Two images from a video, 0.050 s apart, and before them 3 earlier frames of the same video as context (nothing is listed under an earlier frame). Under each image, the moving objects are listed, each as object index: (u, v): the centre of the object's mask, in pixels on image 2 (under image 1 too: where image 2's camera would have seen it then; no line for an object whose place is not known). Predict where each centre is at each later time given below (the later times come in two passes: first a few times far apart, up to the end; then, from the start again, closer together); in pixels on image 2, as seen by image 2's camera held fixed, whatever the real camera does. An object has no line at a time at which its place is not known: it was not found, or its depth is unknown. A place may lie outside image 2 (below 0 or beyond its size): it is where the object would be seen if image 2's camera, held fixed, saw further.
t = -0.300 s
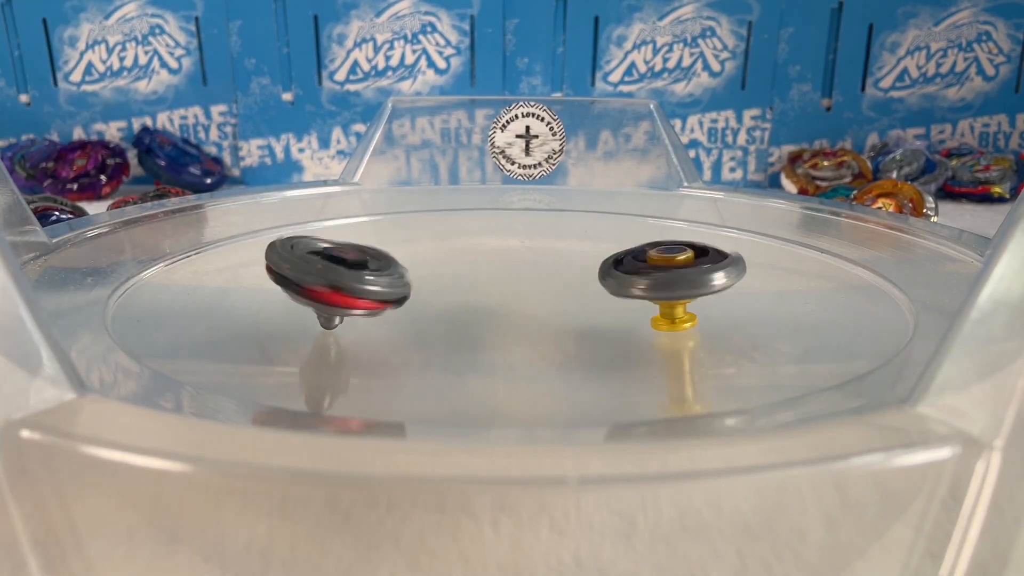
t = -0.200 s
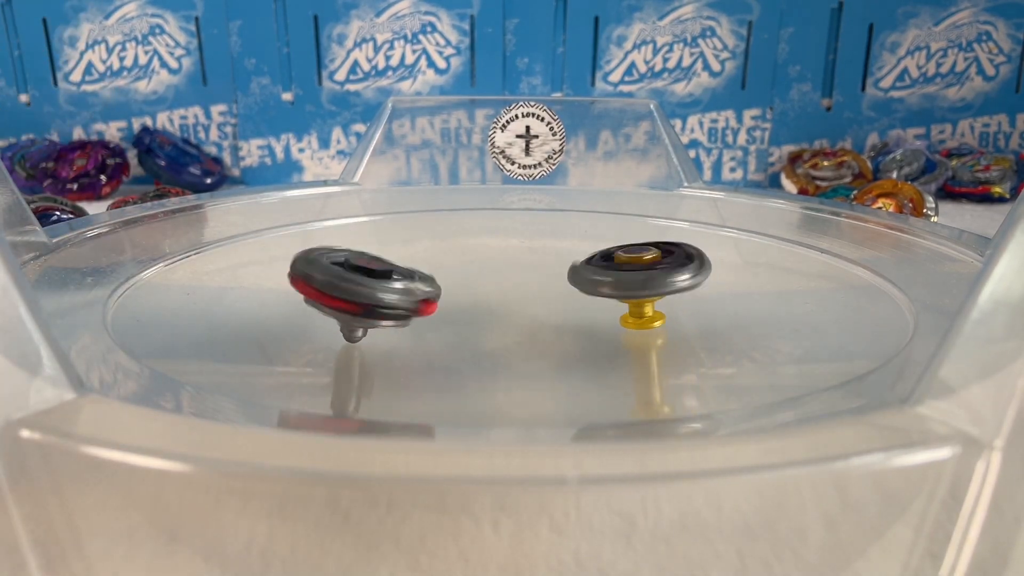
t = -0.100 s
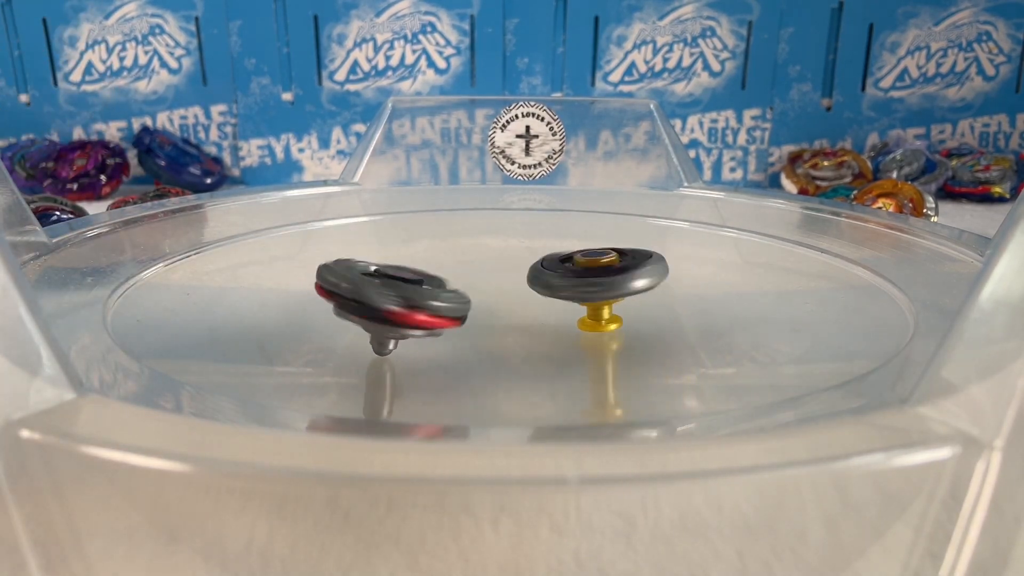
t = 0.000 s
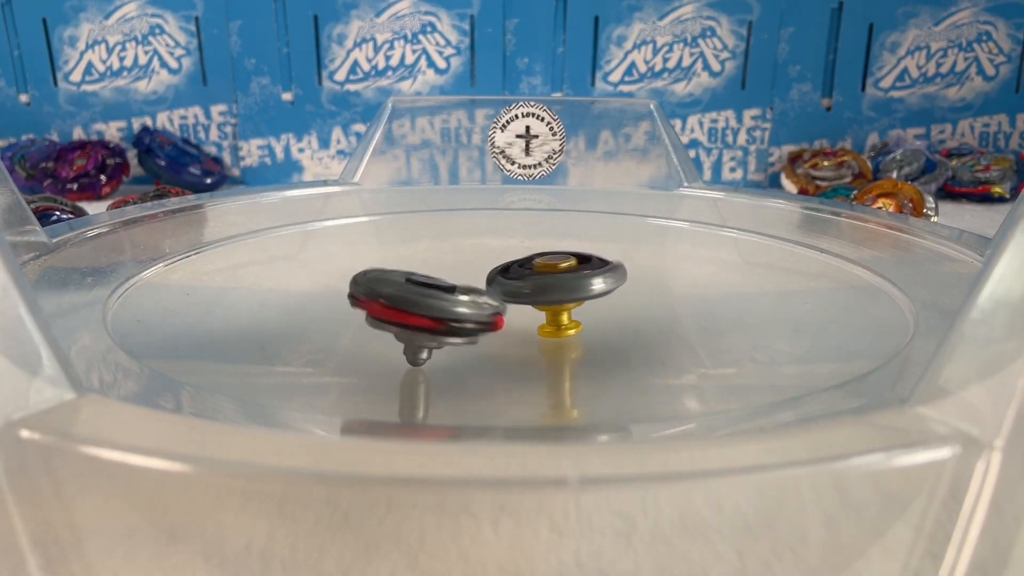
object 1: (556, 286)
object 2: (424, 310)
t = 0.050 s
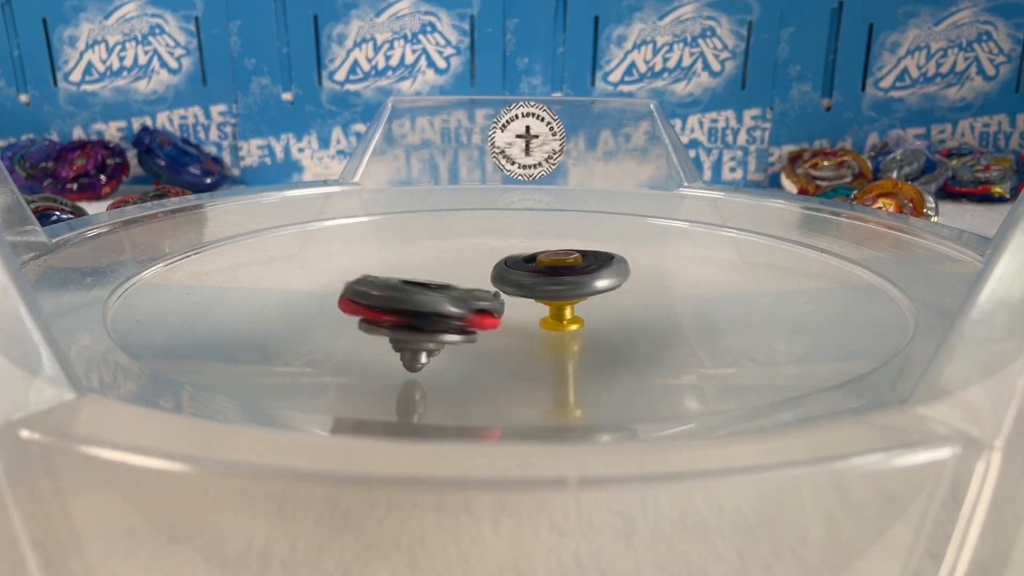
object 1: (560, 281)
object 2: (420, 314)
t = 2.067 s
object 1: (451, 320)
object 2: (578, 226)
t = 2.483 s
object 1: (530, 305)
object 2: (462, 255)
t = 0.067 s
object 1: (572, 276)
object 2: (404, 318)
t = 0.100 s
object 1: (590, 267)
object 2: (379, 322)
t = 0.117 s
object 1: (596, 264)
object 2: (370, 323)
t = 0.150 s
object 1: (602, 259)
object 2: (354, 323)
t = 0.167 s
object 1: (604, 256)
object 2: (353, 323)
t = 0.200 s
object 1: (601, 255)
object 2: (355, 324)
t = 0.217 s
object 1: (596, 255)
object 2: (356, 325)
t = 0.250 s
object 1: (587, 255)
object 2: (367, 327)
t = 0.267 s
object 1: (583, 256)
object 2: (371, 327)
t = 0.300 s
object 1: (572, 258)
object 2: (381, 327)
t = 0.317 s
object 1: (564, 258)
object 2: (387, 328)
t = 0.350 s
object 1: (552, 260)
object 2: (398, 329)
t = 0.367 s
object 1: (547, 261)
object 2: (406, 328)
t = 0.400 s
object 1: (535, 263)
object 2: (421, 329)
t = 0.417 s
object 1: (529, 264)
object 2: (426, 329)
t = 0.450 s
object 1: (519, 263)
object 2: (442, 329)
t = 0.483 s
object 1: (509, 264)
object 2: (457, 328)
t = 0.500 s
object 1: (503, 265)
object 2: (464, 328)
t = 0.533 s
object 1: (494, 268)
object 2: (481, 327)
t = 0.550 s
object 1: (492, 269)
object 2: (487, 327)
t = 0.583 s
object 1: (485, 271)
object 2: (501, 325)
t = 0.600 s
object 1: (480, 273)
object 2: (509, 325)
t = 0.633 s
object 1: (473, 273)
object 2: (523, 323)
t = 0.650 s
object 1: (474, 274)
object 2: (531, 324)
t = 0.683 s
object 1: (469, 276)
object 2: (548, 324)
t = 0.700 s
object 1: (465, 277)
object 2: (554, 323)
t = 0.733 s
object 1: (465, 280)
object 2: (566, 321)
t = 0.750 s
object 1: (467, 281)
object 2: (573, 320)
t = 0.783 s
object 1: (466, 283)
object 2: (581, 318)
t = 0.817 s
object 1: (466, 285)
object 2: (593, 315)
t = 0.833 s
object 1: (464, 286)
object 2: (596, 314)
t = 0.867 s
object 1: (465, 287)
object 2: (604, 311)
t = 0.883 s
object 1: (468, 288)
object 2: (610, 310)
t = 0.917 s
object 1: (471, 290)
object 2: (615, 307)
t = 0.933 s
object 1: (470, 291)
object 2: (619, 306)
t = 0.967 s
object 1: (473, 292)
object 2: (627, 302)
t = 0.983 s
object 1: (477, 293)
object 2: (628, 300)
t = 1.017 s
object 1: (481, 294)
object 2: (634, 297)
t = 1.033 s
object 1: (481, 295)
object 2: (637, 296)
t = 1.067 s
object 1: (486, 295)
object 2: (640, 292)
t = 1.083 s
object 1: (491, 295)
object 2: (642, 291)
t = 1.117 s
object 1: (492, 296)
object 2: (649, 286)
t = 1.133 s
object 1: (490, 296)
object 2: (651, 285)
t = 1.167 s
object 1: (489, 296)
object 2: (656, 282)
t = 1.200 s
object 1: (489, 296)
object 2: (659, 278)
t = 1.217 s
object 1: (491, 295)
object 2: (659, 276)
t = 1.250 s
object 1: (493, 296)
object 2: (660, 273)
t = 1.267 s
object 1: (493, 296)
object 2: (662, 272)
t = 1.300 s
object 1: (496, 295)
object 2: (660, 269)
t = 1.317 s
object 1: (498, 295)
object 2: (660, 267)
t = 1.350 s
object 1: (501, 294)
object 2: (660, 264)
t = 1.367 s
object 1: (503, 295)
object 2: (659, 263)
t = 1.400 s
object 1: (507, 295)
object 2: (656, 261)
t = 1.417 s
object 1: (507, 294)
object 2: (655, 260)
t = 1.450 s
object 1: (510, 293)
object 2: (651, 257)
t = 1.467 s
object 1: (512, 293)
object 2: (649, 256)
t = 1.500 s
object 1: (515, 293)
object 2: (644, 255)
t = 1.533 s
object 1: (516, 292)
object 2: (639, 253)
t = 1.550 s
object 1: (514, 292)
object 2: (636, 252)
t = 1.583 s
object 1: (515, 291)
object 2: (630, 251)
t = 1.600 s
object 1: (517, 291)
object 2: (628, 250)
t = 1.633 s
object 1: (516, 290)
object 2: (621, 249)
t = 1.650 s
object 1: (514, 290)
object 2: (617, 248)
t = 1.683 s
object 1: (514, 289)
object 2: (611, 247)
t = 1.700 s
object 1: (514, 289)
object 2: (608, 246)
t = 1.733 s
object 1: (513, 288)
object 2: (600, 245)
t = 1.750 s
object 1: (511, 288)
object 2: (596, 245)
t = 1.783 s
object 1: (503, 290)
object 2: (590, 243)
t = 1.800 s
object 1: (489, 294)
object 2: (592, 240)
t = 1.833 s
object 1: (463, 301)
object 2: (596, 232)
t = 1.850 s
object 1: (454, 304)
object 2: (596, 229)
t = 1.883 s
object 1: (439, 309)
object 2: (596, 225)
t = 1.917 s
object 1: (432, 311)
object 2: (594, 224)
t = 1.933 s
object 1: (428, 313)
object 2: (592, 223)
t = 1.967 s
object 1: (429, 314)
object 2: (590, 223)
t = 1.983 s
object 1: (431, 315)
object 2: (589, 223)
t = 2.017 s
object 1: (436, 317)
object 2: (585, 224)
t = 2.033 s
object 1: (441, 318)
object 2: (583, 225)
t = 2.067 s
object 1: (451, 320)
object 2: (578, 226)
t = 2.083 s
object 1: (453, 319)
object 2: (575, 227)
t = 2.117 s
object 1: (464, 320)
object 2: (568, 229)
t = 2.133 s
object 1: (470, 320)
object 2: (566, 231)
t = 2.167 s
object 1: (479, 319)
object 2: (558, 234)
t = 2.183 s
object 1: (485, 320)
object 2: (554, 235)
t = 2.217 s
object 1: (495, 319)
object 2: (546, 240)
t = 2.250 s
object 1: (504, 318)
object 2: (538, 242)
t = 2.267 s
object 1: (505, 317)
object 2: (533, 244)
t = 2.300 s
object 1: (511, 316)
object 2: (524, 246)
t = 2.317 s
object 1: (513, 315)
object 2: (519, 247)
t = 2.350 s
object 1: (517, 313)
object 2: (509, 249)
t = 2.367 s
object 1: (521, 312)
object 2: (503, 250)
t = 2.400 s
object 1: (524, 310)
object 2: (491, 252)
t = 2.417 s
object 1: (523, 309)
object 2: (485, 252)
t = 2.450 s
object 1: (526, 307)
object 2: (473, 255)
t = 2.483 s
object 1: (530, 305)
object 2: (462, 255)
